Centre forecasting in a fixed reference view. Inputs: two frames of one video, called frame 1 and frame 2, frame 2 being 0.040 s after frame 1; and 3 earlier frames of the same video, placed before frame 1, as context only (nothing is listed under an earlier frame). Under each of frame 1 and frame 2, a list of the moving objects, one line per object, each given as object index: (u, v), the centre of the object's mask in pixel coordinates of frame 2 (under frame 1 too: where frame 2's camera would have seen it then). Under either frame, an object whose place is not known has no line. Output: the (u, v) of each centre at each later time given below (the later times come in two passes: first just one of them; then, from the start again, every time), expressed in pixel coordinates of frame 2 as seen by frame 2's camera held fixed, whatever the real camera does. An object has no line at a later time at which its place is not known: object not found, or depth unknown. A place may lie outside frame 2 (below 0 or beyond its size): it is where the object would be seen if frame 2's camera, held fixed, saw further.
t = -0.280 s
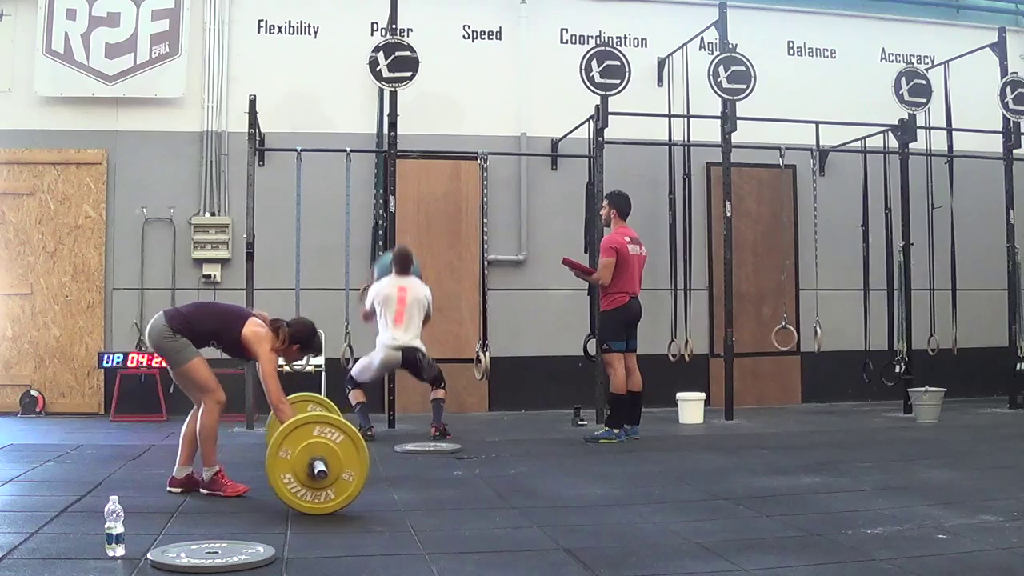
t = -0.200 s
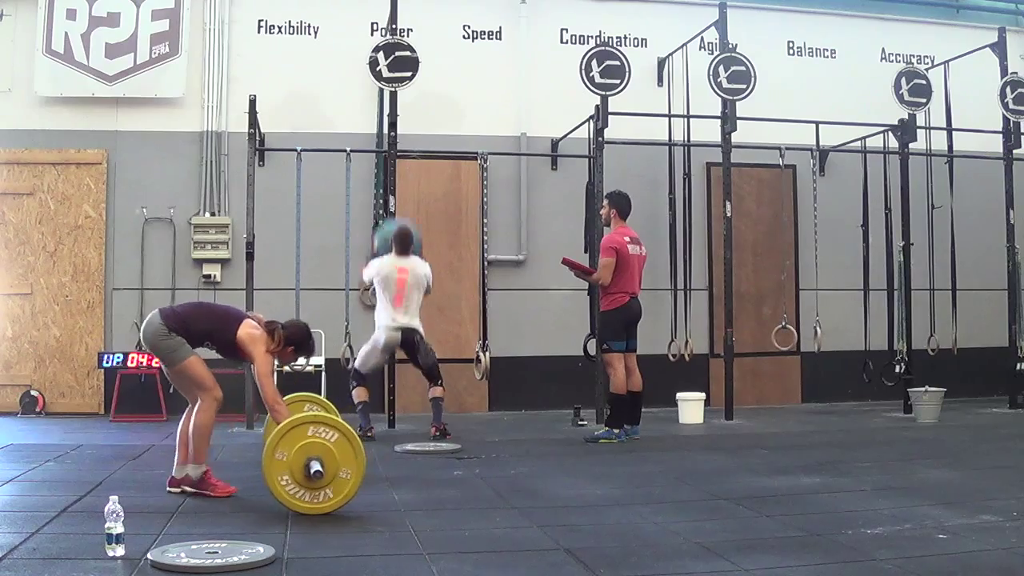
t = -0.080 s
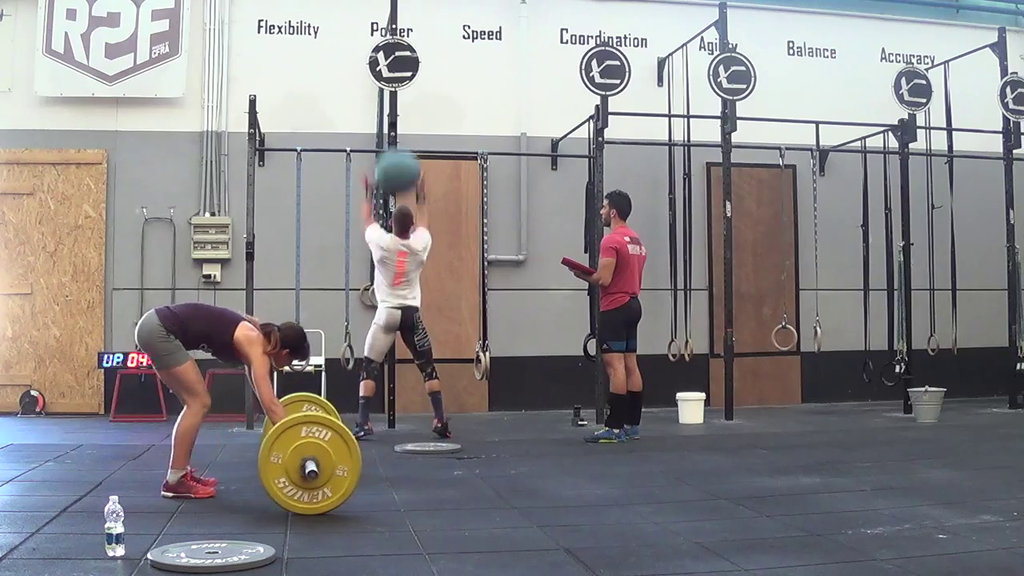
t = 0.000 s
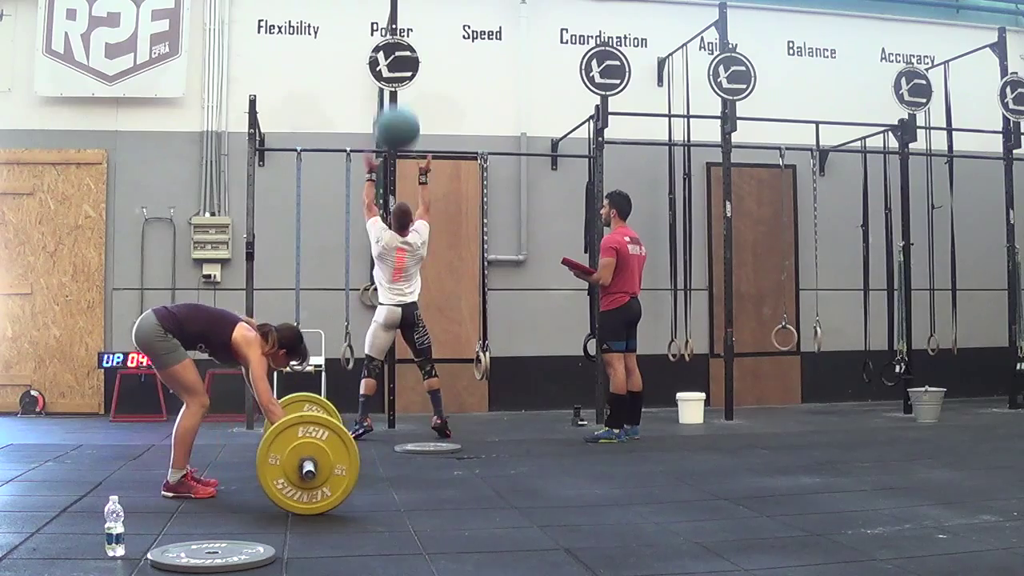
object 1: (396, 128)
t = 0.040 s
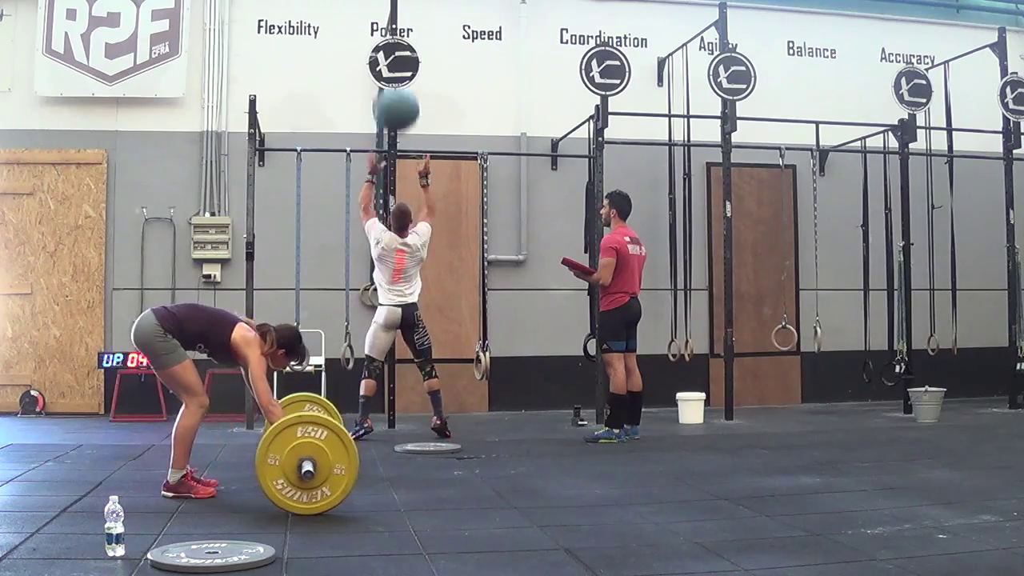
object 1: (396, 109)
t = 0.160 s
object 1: (394, 64)
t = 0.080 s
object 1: (396, 92)
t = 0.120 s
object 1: (396, 77)
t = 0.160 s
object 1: (394, 64)
